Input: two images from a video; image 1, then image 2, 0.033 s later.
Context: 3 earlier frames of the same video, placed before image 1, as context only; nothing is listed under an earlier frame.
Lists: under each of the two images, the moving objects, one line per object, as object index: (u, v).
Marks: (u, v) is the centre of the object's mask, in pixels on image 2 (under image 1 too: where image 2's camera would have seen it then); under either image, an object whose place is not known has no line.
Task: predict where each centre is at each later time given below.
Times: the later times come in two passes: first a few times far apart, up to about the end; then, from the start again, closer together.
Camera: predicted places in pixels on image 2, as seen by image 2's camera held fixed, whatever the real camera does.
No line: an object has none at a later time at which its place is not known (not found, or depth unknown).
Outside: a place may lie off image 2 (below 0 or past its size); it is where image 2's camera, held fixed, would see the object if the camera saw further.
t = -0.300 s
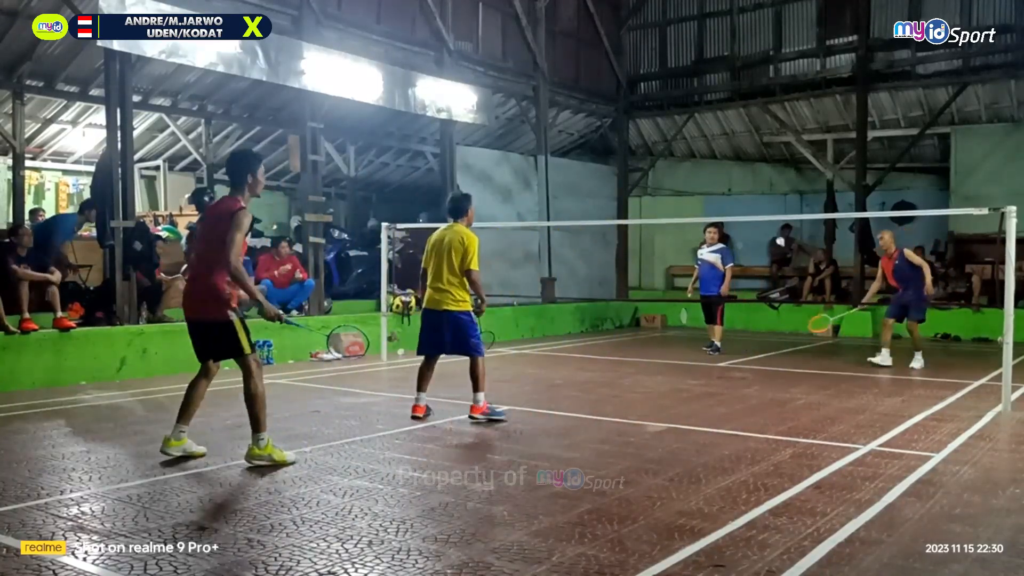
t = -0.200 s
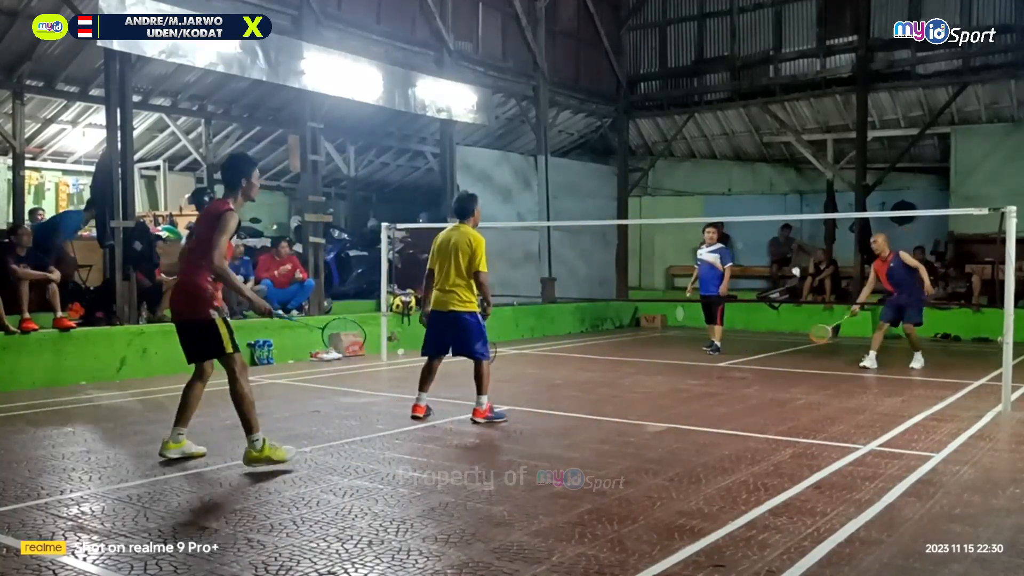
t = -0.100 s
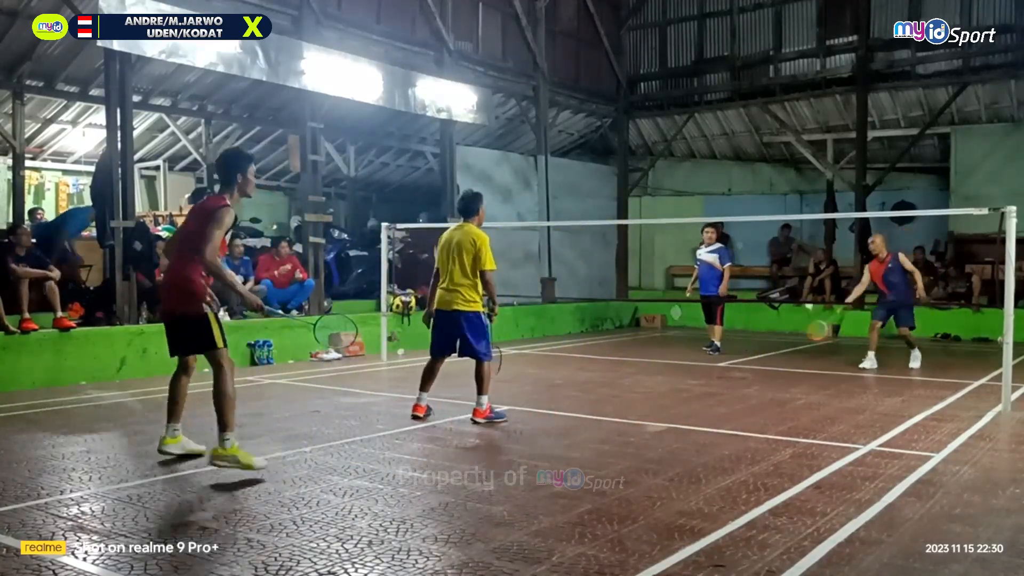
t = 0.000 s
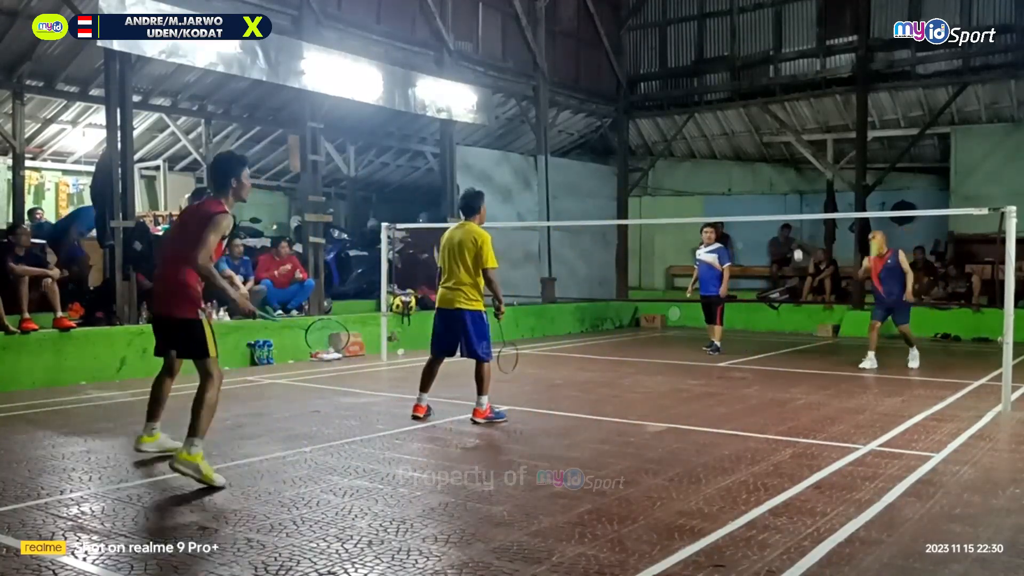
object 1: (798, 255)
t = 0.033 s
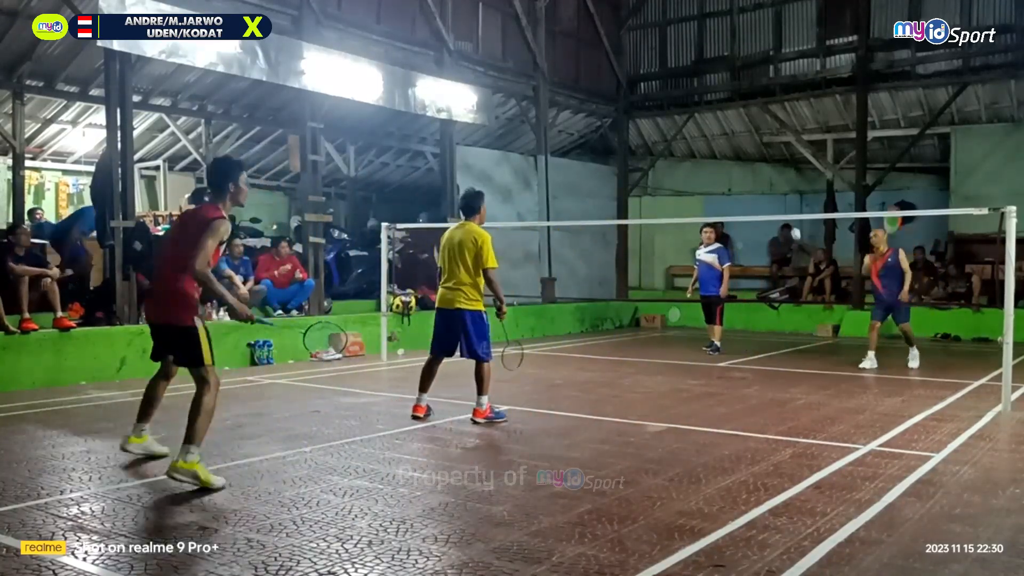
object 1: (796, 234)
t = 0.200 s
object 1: (771, 145)
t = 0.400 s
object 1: (741, 85)
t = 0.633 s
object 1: (699, 97)
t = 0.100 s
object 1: (785, 194)
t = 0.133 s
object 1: (781, 177)
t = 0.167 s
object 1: (776, 160)
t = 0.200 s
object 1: (771, 145)
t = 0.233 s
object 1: (767, 132)
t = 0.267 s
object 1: (762, 119)
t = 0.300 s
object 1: (757, 108)
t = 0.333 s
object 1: (752, 99)
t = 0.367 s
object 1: (747, 91)
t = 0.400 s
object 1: (741, 85)
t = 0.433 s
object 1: (735, 80)
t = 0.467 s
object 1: (730, 78)
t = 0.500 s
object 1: (724, 77)
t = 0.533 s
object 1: (717, 78)
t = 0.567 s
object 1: (711, 82)
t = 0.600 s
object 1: (705, 88)
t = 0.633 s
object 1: (699, 97)
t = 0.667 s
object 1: (692, 107)
